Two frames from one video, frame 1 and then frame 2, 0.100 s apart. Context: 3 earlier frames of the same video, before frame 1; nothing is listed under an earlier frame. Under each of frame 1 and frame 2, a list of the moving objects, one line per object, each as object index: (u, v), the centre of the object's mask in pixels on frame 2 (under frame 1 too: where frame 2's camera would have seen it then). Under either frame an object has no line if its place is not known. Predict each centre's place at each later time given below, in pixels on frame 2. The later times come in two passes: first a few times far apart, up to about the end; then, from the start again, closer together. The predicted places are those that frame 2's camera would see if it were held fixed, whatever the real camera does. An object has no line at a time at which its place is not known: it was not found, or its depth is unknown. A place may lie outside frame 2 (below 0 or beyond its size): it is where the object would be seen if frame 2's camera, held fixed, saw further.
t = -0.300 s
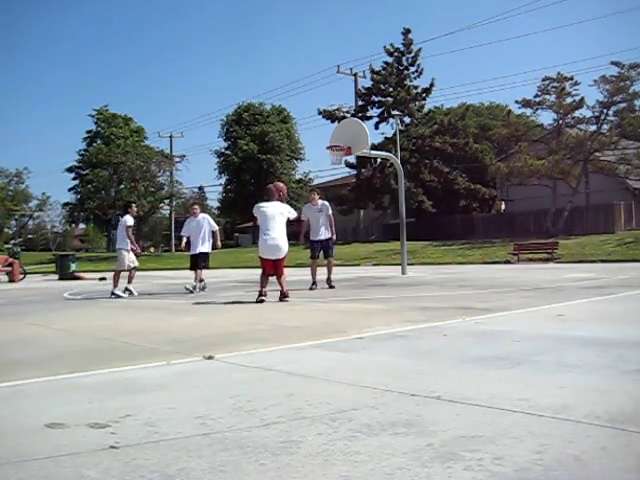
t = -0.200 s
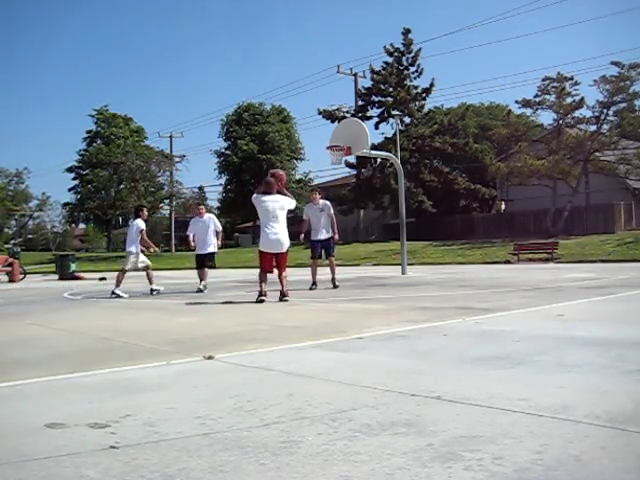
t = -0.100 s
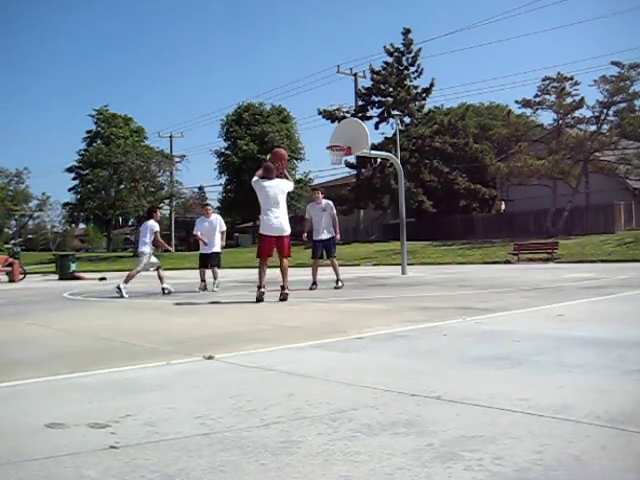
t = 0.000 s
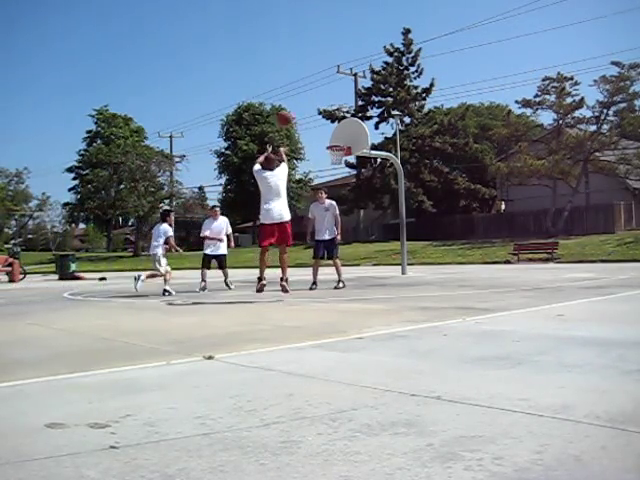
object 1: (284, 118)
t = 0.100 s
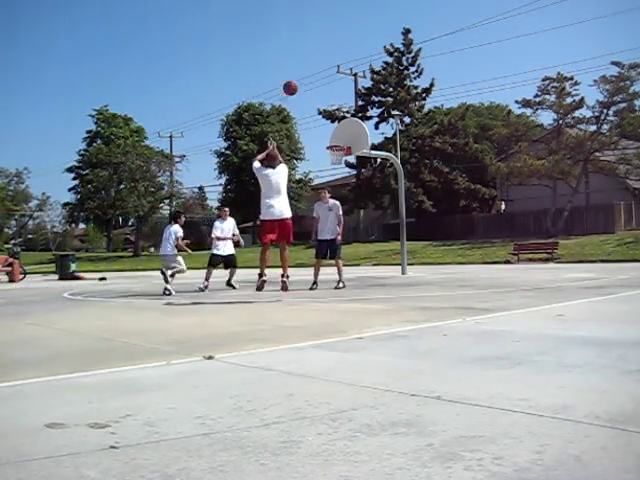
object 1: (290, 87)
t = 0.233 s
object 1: (296, 60)
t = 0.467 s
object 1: (307, 41)
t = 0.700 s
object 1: (316, 49)
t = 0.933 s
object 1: (325, 80)
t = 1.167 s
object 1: (333, 128)
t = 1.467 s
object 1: (333, 115)
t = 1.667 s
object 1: (326, 105)
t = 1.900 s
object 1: (318, 115)
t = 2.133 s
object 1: (311, 149)
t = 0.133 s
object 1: (292, 79)
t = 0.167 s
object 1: (294, 72)
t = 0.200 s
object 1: (295, 66)
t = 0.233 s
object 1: (296, 60)
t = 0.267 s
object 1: (298, 55)
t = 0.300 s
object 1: (299, 51)
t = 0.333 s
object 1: (301, 48)
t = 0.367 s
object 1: (303, 45)
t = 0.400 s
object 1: (304, 43)
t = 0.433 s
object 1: (305, 41)
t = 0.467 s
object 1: (307, 41)
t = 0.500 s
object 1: (308, 40)
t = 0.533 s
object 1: (310, 40)
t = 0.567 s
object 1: (311, 41)
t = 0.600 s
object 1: (312, 42)
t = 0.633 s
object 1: (314, 44)
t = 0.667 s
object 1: (315, 47)
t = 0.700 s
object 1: (316, 49)
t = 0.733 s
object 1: (318, 52)
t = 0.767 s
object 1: (319, 56)
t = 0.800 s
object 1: (320, 60)
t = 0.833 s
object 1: (321, 64)
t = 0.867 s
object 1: (323, 69)
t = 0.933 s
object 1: (325, 80)
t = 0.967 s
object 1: (326, 85)
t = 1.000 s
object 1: (328, 92)
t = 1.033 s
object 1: (329, 98)
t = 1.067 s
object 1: (330, 105)
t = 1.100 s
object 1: (330, 114)
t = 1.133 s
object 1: (332, 119)
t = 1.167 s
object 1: (333, 128)
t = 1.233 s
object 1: (335, 143)
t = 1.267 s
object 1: (336, 139)
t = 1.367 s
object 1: (336, 122)
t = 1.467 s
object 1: (333, 115)
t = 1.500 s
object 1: (332, 112)
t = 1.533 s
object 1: (331, 110)
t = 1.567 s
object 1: (329, 108)
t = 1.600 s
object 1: (328, 106)
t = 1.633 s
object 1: (327, 105)
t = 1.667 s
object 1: (326, 105)
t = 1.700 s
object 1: (324, 106)
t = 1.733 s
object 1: (323, 106)
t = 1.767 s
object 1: (322, 107)
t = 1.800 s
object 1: (322, 108)
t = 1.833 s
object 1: (321, 110)
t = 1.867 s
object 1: (320, 112)
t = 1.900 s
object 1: (318, 115)
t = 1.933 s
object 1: (317, 119)
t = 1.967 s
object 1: (316, 123)
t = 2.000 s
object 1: (315, 127)
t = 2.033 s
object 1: (314, 132)
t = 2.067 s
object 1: (313, 137)
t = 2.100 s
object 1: (312, 142)
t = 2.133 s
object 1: (311, 149)
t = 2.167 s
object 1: (310, 155)
